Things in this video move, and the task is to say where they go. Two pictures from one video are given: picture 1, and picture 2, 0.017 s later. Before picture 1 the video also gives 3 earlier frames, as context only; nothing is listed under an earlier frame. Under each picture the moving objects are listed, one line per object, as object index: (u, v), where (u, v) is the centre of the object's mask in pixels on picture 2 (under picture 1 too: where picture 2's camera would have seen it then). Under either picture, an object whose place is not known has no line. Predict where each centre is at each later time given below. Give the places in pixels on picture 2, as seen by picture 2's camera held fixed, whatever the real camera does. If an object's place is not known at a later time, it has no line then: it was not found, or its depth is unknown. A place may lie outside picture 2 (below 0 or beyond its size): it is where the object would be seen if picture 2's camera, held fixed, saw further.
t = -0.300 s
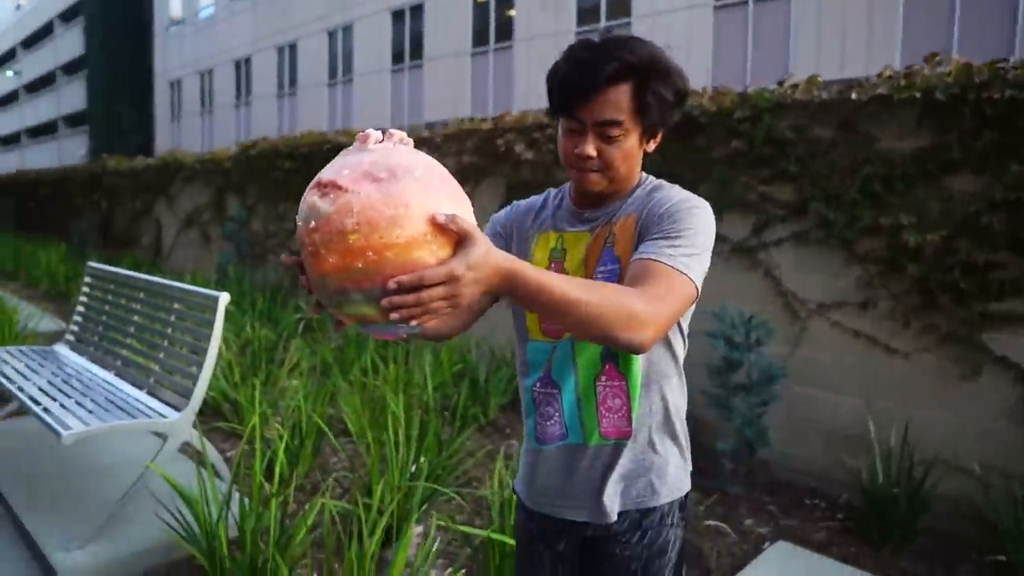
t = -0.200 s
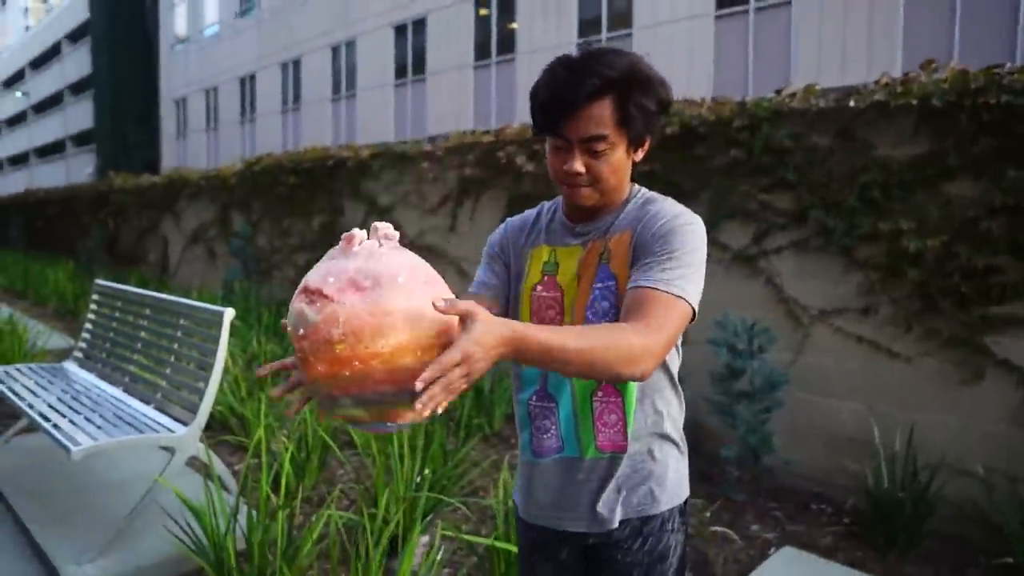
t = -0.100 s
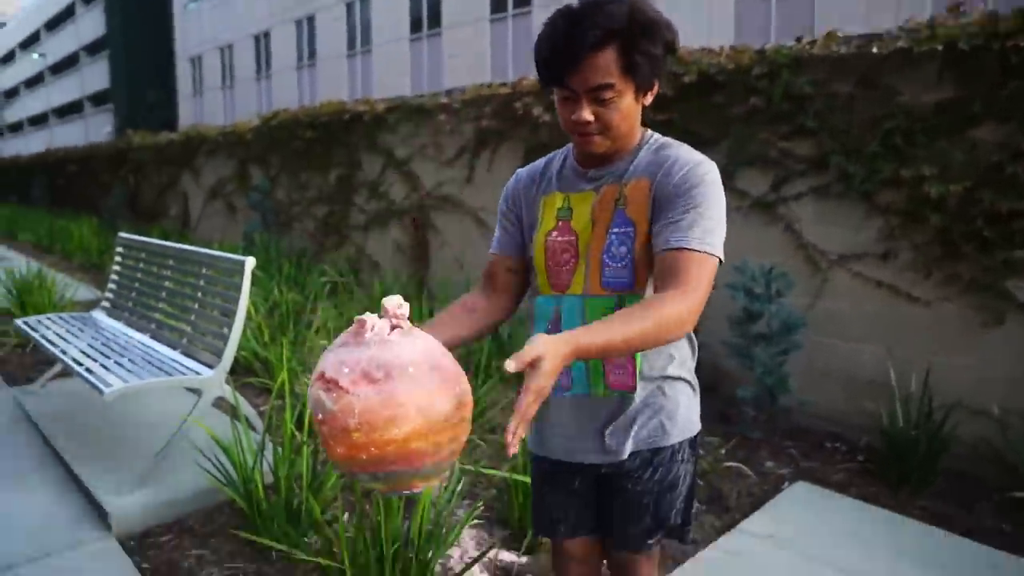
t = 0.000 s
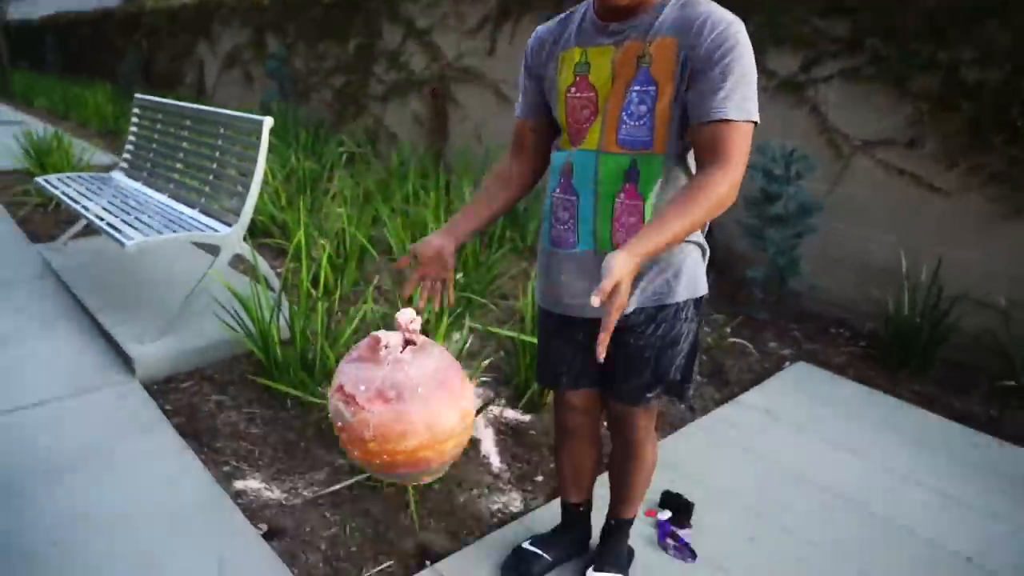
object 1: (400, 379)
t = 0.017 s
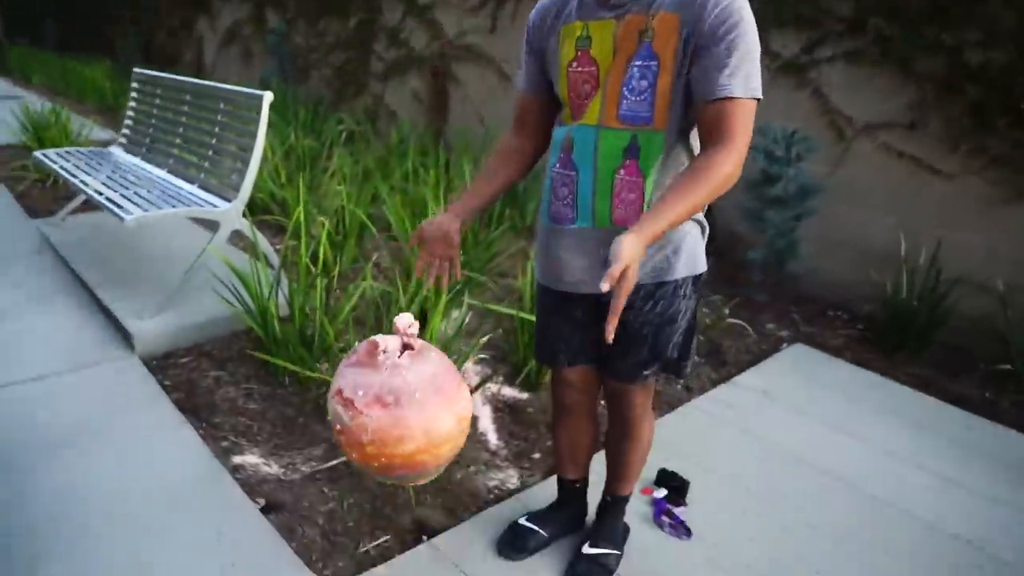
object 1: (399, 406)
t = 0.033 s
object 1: (399, 434)
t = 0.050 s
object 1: (399, 463)
